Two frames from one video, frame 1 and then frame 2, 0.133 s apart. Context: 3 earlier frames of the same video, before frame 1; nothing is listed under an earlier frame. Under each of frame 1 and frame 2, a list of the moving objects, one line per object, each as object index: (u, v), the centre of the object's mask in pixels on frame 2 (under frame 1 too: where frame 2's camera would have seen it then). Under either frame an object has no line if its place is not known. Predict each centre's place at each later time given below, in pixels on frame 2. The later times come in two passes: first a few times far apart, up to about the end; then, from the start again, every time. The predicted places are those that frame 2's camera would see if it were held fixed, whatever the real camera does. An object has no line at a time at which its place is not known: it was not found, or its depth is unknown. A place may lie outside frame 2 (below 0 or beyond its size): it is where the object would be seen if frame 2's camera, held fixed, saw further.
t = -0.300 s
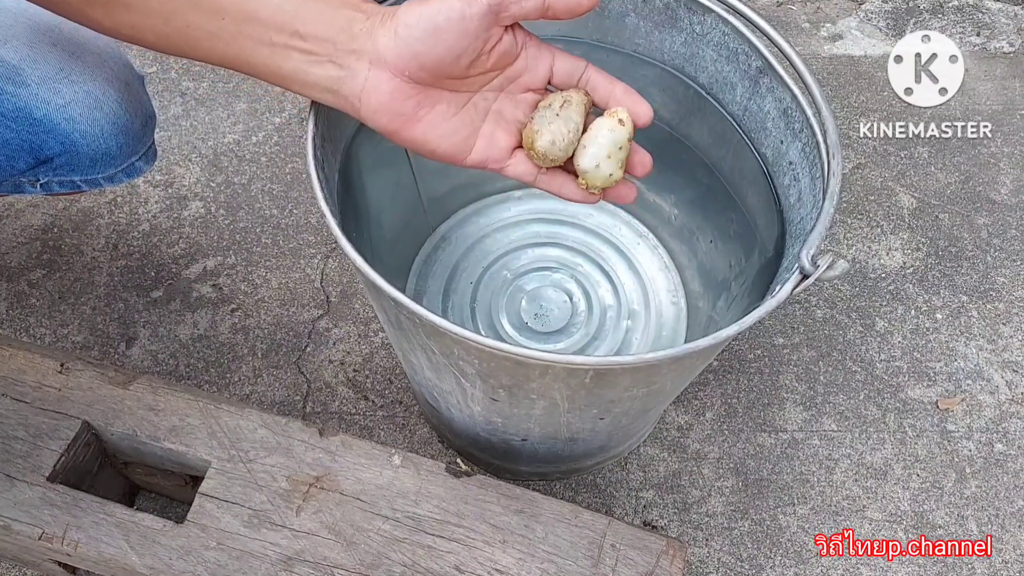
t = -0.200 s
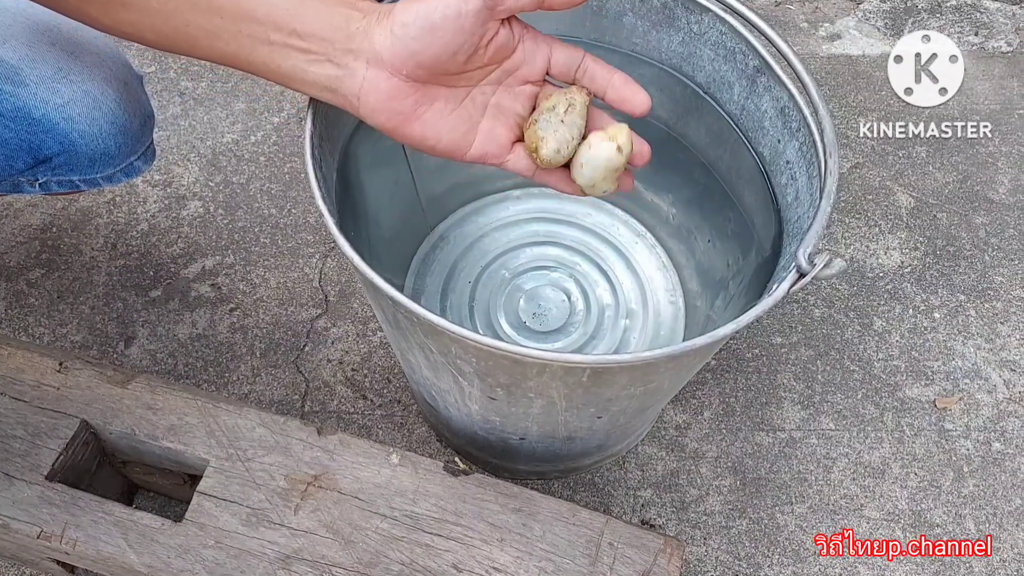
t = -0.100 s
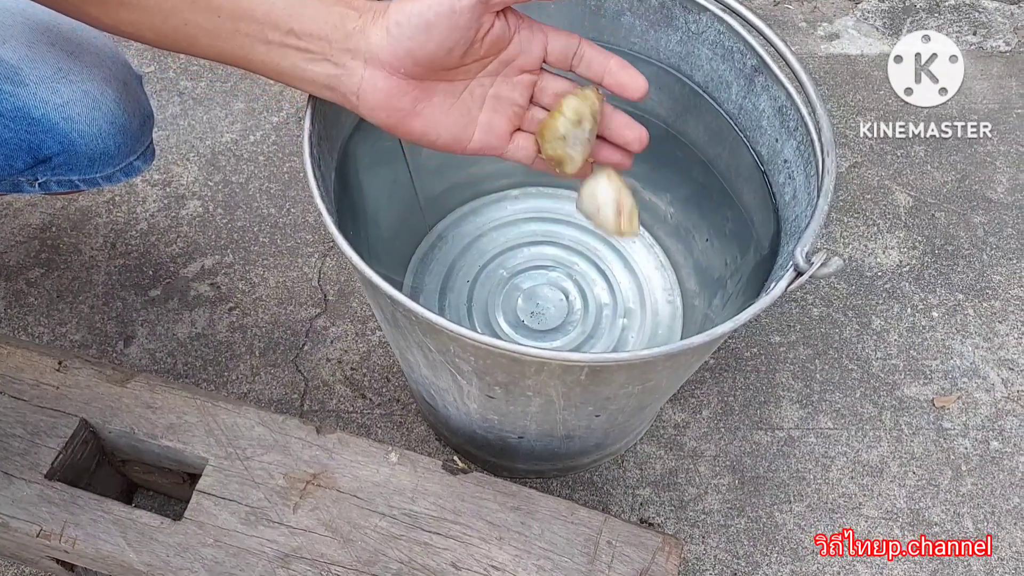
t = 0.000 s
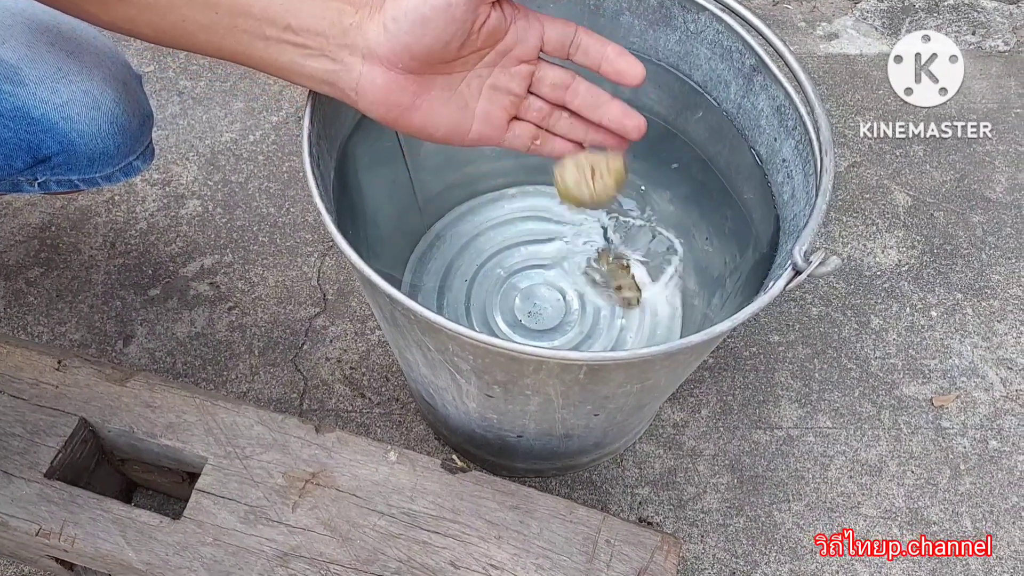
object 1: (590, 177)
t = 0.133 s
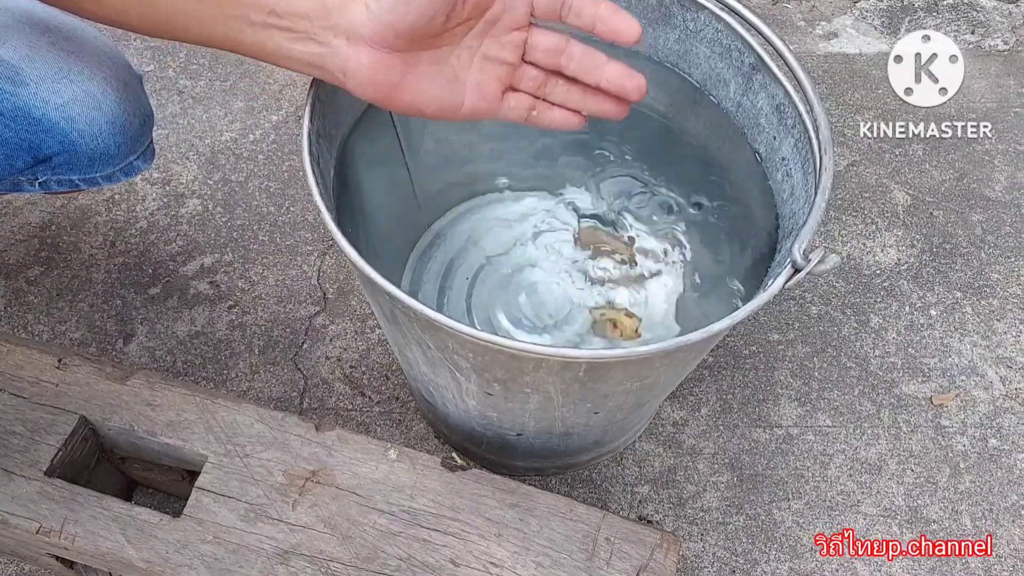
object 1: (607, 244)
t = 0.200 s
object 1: (616, 263)
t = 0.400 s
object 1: (624, 280)
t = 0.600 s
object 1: (629, 293)
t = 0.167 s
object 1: (616, 254)
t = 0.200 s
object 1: (616, 263)
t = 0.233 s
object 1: (617, 271)
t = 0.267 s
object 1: (622, 281)
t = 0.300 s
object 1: (625, 290)
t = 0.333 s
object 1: (625, 281)
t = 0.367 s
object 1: (627, 286)
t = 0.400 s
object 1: (624, 280)
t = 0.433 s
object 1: (627, 284)
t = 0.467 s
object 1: (626, 289)
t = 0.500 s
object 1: (627, 295)
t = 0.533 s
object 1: (630, 303)
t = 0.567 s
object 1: (632, 300)
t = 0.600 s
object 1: (629, 293)
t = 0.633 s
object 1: (633, 289)
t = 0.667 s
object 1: (641, 308)
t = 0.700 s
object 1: (645, 309)
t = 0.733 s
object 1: (645, 307)
